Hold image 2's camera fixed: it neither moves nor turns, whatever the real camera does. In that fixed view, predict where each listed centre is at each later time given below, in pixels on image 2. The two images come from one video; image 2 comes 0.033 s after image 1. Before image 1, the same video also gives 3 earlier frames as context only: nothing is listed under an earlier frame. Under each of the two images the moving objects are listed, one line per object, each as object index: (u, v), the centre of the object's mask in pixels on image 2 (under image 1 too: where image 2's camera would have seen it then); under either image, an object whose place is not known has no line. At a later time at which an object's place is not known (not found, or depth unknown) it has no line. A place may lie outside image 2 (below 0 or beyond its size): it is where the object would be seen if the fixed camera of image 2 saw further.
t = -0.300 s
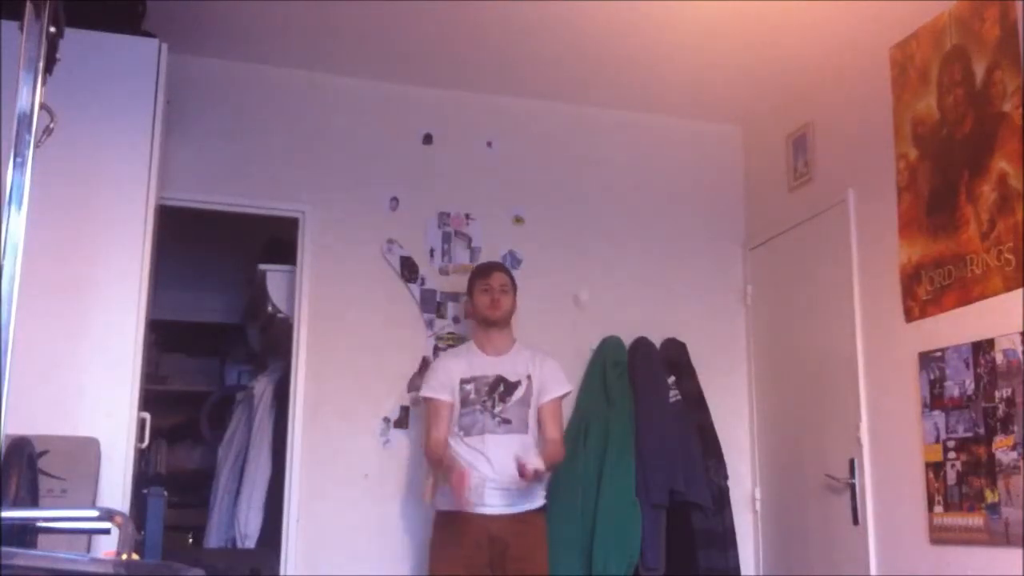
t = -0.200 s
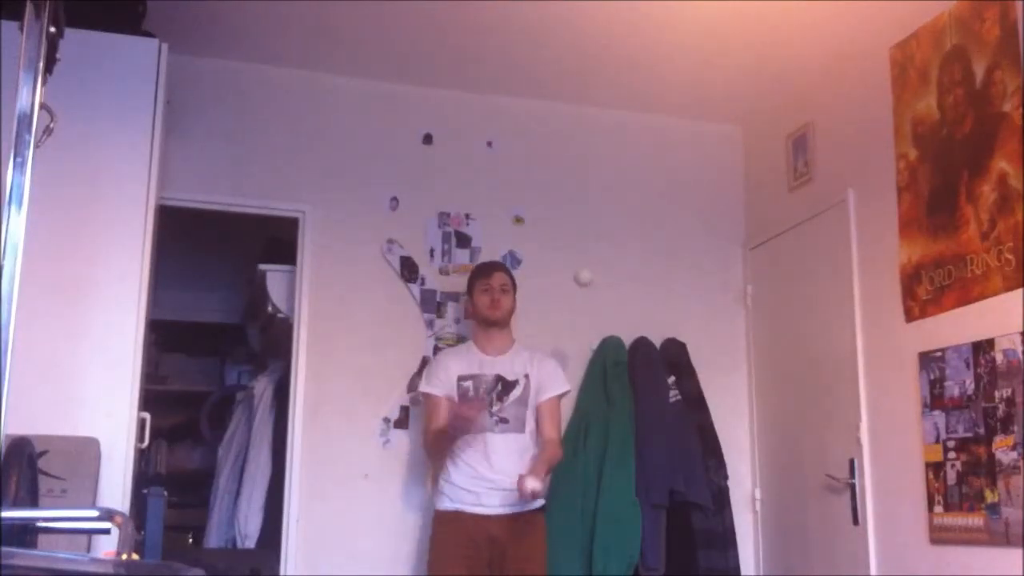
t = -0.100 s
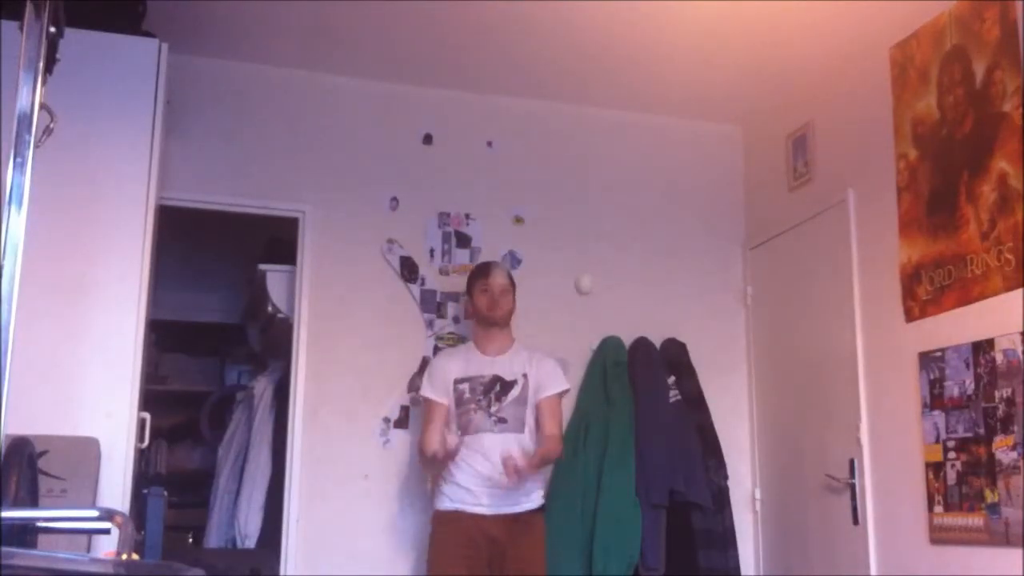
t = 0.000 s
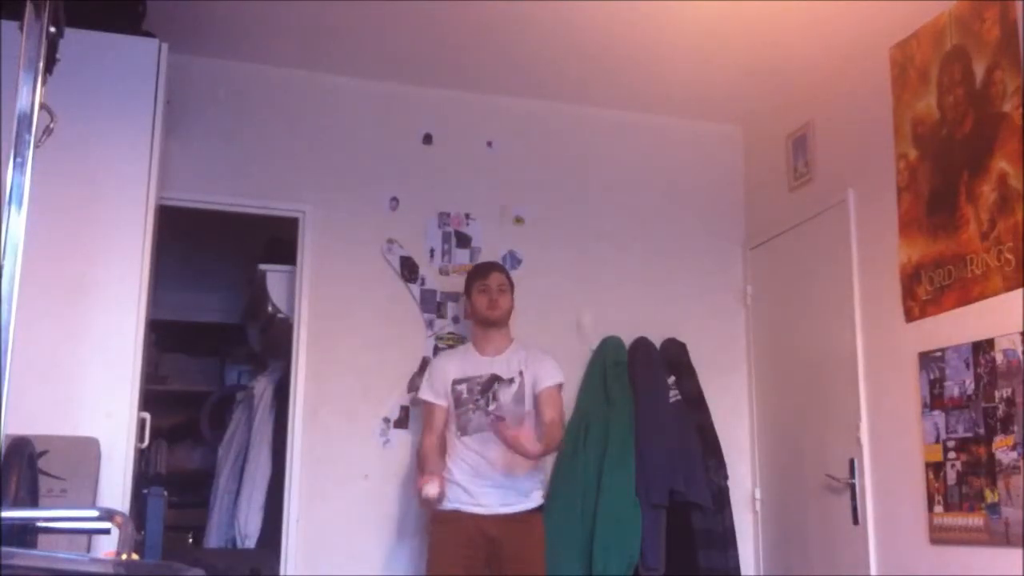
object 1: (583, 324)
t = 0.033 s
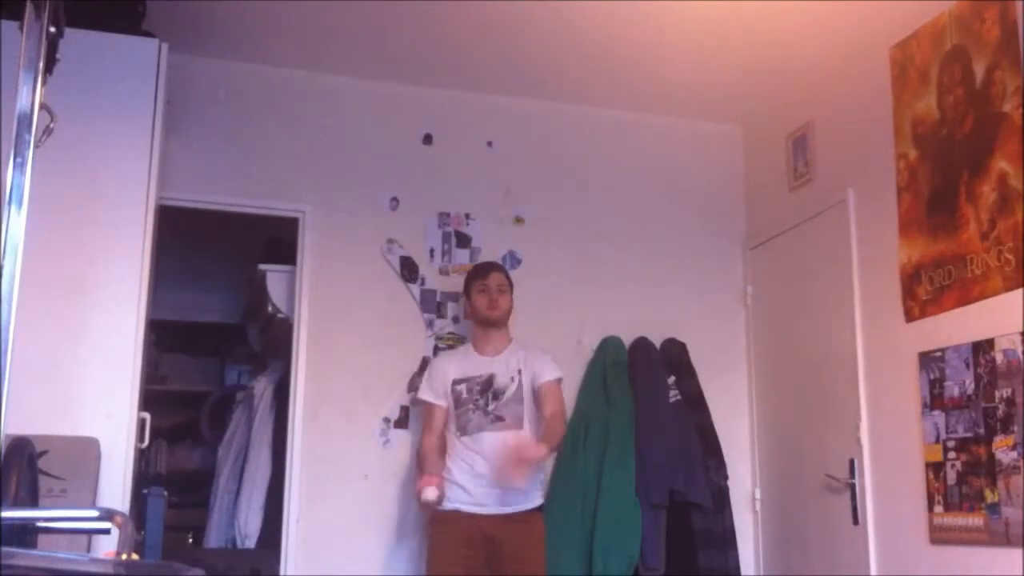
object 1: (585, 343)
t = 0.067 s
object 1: (588, 371)
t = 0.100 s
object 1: (587, 399)
